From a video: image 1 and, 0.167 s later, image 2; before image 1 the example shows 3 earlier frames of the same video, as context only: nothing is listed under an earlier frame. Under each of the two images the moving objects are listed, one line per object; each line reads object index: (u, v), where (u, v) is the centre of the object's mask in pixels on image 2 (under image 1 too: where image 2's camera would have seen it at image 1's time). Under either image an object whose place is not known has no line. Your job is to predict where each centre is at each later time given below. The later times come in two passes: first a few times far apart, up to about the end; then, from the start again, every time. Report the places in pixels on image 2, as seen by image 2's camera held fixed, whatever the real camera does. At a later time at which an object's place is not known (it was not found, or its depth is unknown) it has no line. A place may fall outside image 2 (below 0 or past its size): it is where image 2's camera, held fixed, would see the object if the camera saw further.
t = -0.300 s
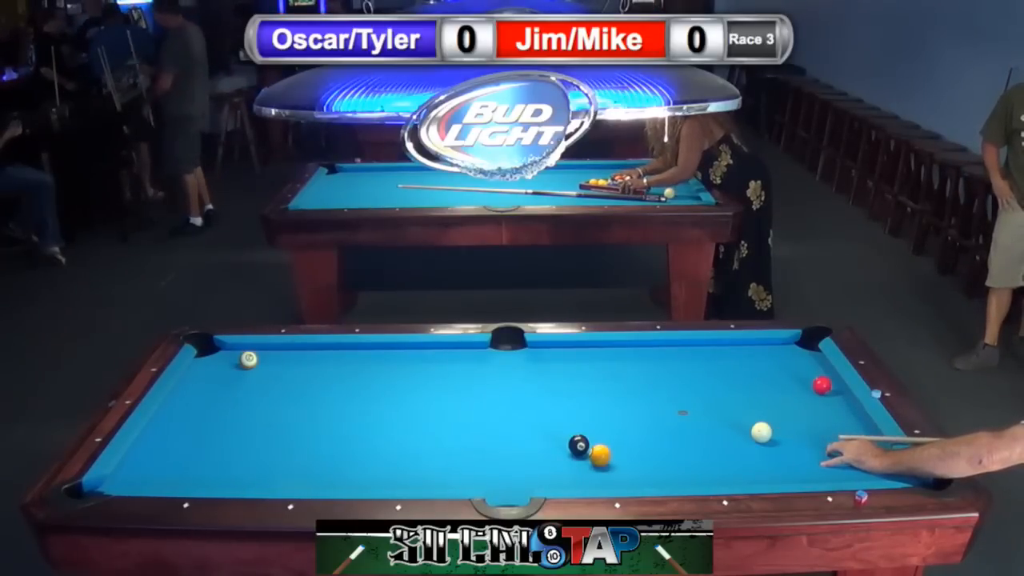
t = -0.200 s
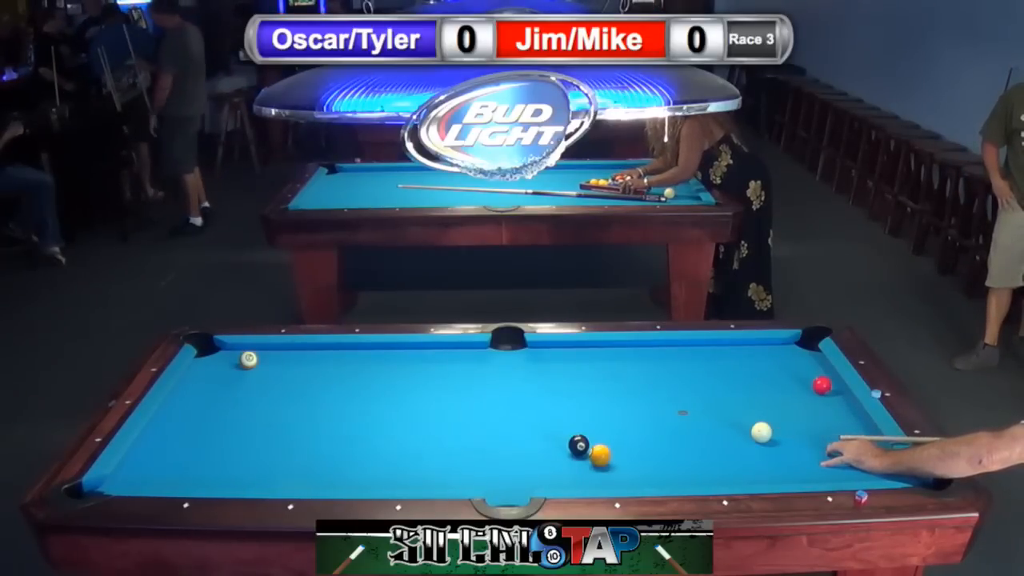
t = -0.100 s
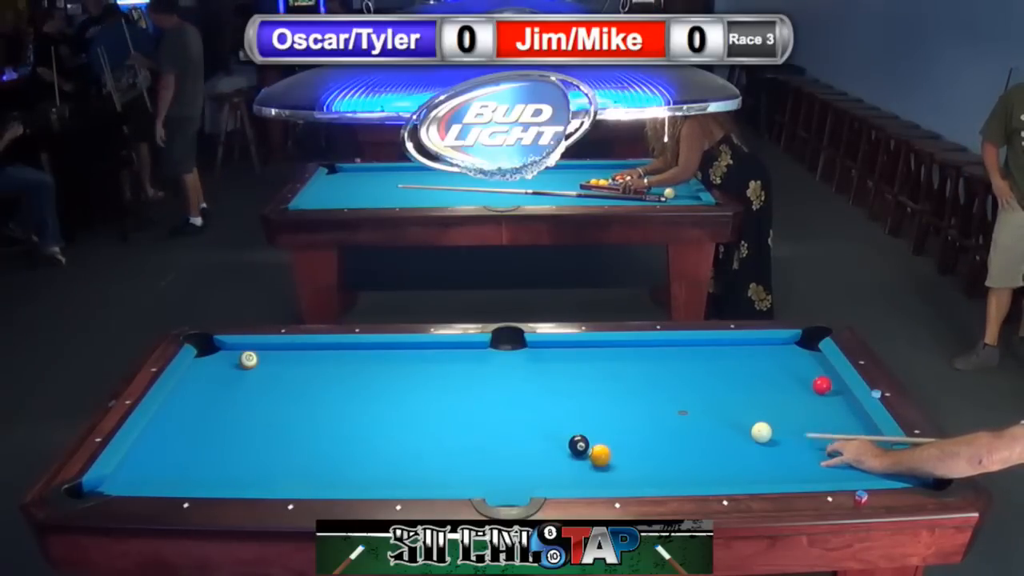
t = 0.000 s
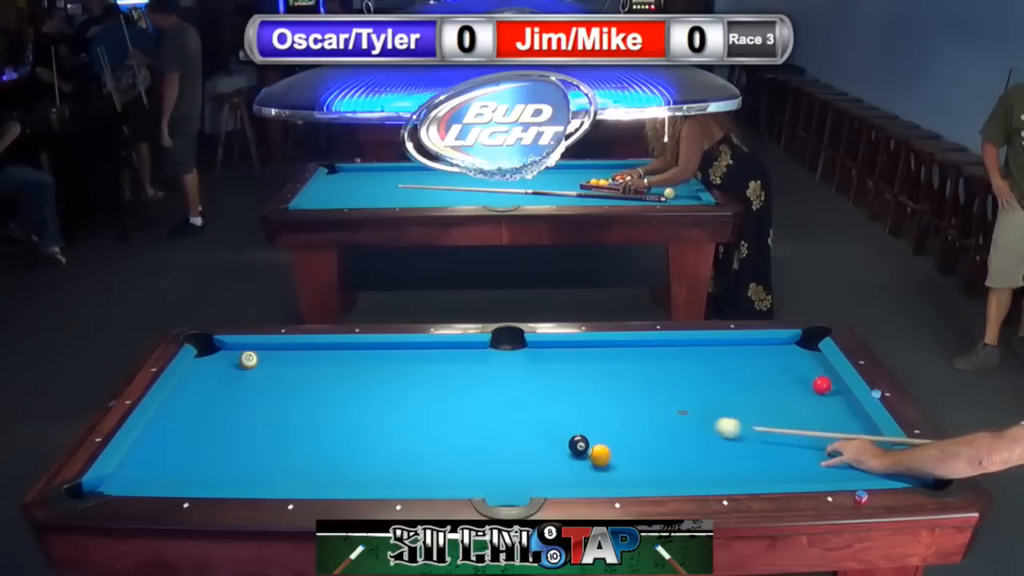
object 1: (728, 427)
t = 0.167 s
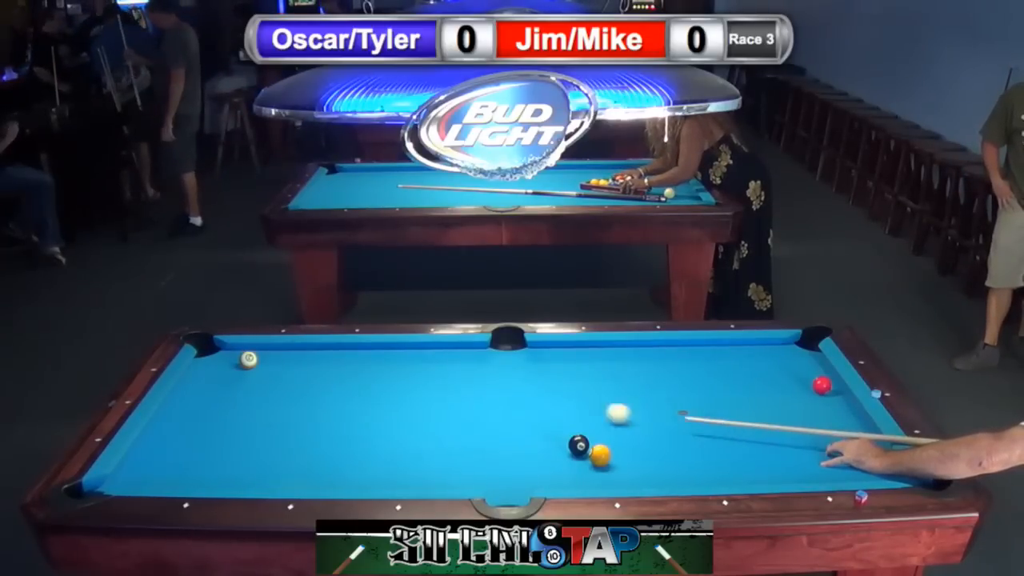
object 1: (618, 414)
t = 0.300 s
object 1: (539, 403)
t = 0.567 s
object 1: (393, 383)
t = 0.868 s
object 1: (256, 365)
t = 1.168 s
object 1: (203, 371)
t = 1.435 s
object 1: (215, 375)
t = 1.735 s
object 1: (247, 379)
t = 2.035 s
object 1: (278, 383)
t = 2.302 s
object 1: (303, 386)
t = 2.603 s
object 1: (330, 390)
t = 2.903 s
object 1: (356, 393)
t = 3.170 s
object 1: (377, 396)
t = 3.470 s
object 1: (398, 398)
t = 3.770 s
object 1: (418, 400)
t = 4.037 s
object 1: (433, 402)
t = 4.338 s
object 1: (449, 403)
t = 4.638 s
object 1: (462, 404)
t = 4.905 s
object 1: (471, 405)
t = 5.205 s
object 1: (479, 406)
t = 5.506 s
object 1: (484, 407)
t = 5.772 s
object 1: (486, 407)
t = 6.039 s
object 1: (487, 407)
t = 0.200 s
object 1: (598, 411)
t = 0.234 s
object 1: (578, 409)
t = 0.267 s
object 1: (559, 406)
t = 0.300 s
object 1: (539, 403)
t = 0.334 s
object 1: (520, 401)
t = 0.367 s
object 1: (501, 398)
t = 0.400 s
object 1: (482, 396)
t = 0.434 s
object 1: (464, 393)
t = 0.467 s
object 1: (446, 391)
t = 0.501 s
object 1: (428, 388)
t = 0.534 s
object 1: (410, 386)
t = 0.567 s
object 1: (393, 383)
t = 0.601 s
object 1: (376, 381)
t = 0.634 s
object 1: (360, 378)
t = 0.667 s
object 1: (343, 376)
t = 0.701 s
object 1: (327, 374)
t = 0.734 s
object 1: (311, 372)
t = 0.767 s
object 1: (295, 369)
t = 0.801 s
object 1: (280, 367)
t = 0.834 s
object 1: (265, 365)
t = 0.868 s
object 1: (256, 365)
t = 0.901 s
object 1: (252, 366)
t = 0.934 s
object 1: (247, 367)
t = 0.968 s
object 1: (241, 368)
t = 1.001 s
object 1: (234, 369)
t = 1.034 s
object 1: (228, 369)
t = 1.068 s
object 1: (221, 370)
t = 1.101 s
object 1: (215, 370)
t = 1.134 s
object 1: (209, 371)
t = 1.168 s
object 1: (203, 371)
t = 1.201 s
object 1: (196, 372)
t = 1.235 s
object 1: (193, 372)
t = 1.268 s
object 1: (197, 373)
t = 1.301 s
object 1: (200, 373)
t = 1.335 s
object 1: (204, 374)
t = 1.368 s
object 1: (208, 374)
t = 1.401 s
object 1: (211, 375)
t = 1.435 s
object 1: (215, 375)
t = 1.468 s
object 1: (219, 376)
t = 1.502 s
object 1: (222, 376)
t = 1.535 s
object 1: (226, 377)
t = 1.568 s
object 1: (229, 377)
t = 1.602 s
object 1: (233, 377)
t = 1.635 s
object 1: (236, 378)
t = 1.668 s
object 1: (240, 378)
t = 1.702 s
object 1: (243, 379)
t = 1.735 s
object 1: (247, 379)
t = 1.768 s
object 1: (250, 380)
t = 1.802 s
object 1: (254, 380)
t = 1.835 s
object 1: (257, 380)
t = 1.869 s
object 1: (261, 381)
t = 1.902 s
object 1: (264, 381)
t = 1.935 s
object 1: (267, 382)
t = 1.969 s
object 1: (271, 382)
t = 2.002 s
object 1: (274, 383)
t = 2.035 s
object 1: (278, 383)
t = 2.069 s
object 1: (281, 383)
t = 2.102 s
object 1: (284, 384)
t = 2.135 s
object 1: (287, 384)
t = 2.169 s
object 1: (290, 385)
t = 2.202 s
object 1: (294, 385)
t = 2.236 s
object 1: (297, 386)
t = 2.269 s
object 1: (300, 386)
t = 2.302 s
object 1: (303, 386)
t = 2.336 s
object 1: (306, 387)
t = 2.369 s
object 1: (309, 387)
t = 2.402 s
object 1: (312, 388)
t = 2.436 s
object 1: (316, 388)
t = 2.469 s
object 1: (318, 388)
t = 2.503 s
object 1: (322, 389)
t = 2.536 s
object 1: (325, 389)
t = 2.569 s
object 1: (327, 390)
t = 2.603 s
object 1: (330, 390)
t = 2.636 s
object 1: (333, 390)
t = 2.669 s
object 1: (336, 390)
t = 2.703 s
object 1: (339, 391)
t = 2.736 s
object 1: (342, 391)
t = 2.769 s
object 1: (345, 391)
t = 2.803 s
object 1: (347, 392)
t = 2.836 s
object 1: (351, 392)
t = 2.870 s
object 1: (353, 393)
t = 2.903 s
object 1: (356, 393)
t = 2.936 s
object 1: (359, 393)
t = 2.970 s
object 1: (361, 394)
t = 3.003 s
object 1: (364, 394)
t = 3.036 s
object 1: (367, 394)
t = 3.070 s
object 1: (369, 394)
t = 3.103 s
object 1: (372, 395)
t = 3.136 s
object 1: (374, 395)
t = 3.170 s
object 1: (377, 396)
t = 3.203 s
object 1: (379, 396)
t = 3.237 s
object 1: (382, 396)
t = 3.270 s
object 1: (384, 396)
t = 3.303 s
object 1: (386, 397)
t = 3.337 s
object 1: (389, 397)
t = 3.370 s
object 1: (392, 397)
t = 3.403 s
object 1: (394, 398)
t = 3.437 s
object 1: (396, 398)
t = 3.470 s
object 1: (398, 398)
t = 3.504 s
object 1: (401, 398)
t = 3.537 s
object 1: (403, 399)
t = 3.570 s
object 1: (405, 399)
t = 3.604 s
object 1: (407, 399)
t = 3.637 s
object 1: (410, 399)
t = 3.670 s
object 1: (412, 400)
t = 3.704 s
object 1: (414, 400)
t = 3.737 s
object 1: (416, 400)
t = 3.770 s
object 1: (418, 400)
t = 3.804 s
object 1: (420, 401)
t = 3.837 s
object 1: (422, 401)
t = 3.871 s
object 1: (424, 401)
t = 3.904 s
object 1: (426, 401)
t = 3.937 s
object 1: (428, 402)
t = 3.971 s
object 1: (430, 402)
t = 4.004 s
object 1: (432, 402)
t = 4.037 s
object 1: (433, 402)
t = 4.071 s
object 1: (436, 402)
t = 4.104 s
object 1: (437, 402)
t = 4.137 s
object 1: (439, 403)
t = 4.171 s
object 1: (440, 403)
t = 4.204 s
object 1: (442, 403)
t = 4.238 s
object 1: (444, 403)
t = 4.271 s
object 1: (446, 403)
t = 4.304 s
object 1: (447, 403)
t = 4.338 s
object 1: (449, 403)
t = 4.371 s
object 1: (450, 403)
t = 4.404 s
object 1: (452, 403)
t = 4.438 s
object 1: (454, 404)
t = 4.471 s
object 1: (455, 404)
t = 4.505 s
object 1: (457, 404)
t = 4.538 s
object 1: (458, 404)
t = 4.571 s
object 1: (459, 404)
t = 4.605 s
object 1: (461, 404)
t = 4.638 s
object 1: (462, 404)
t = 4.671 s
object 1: (463, 404)
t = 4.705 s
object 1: (464, 405)
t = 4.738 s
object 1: (465, 405)
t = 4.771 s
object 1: (467, 405)
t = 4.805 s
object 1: (468, 405)
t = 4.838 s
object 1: (469, 405)
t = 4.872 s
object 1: (470, 405)
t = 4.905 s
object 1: (471, 405)
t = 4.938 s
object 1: (472, 405)
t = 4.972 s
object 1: (473, 406)
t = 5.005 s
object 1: (474, 406)
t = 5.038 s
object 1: (475, 406)
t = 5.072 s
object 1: (476, 406)
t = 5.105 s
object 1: (476, 406)
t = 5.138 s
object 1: (477, 406)
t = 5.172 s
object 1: (478, 406)
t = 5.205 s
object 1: (479, 406)
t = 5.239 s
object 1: (480, 406)
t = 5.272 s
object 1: (480, 406)
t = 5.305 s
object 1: (481, 407)
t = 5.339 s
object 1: (481, 407)
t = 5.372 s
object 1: (482, 407)
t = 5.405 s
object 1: (482, 407)
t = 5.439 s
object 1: (483, 407)
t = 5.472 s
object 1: (484, 407)
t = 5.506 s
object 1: (484, 407)
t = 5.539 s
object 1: (484, 407)
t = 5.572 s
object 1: (485, 407)
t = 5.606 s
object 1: (485, 407)
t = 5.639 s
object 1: (485, 407)
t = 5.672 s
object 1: (486, 407)
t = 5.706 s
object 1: (486, 407)
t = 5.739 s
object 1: (486, 407)
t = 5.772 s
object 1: (486, 407)
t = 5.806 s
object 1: (487, 407)
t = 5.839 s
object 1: (487, 407)
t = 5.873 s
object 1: (487, 407)
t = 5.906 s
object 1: (487, 407)
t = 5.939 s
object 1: (487, 407)
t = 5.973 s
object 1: (487, 407)
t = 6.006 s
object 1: (487, 407)
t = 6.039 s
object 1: (487, 407)
